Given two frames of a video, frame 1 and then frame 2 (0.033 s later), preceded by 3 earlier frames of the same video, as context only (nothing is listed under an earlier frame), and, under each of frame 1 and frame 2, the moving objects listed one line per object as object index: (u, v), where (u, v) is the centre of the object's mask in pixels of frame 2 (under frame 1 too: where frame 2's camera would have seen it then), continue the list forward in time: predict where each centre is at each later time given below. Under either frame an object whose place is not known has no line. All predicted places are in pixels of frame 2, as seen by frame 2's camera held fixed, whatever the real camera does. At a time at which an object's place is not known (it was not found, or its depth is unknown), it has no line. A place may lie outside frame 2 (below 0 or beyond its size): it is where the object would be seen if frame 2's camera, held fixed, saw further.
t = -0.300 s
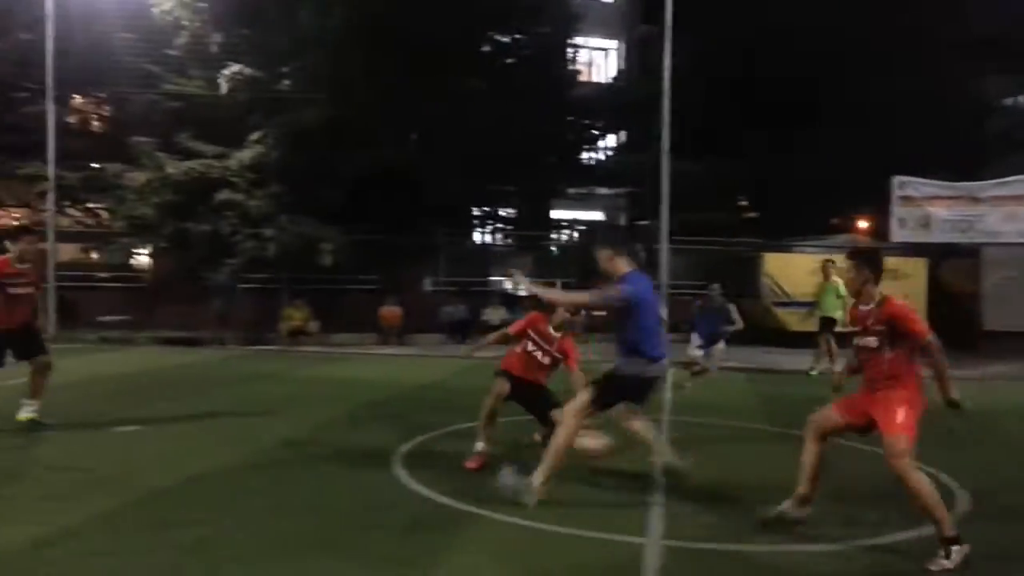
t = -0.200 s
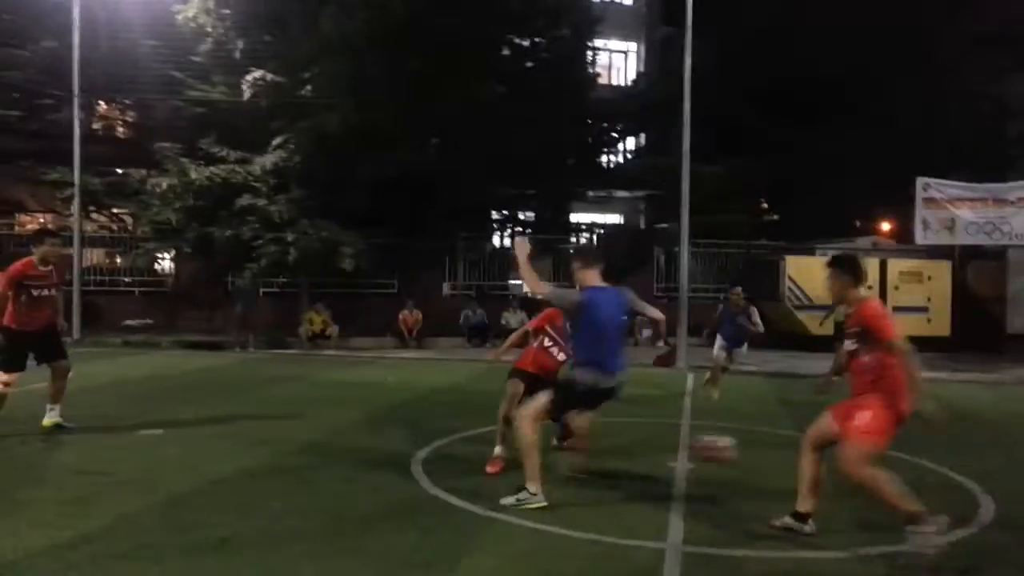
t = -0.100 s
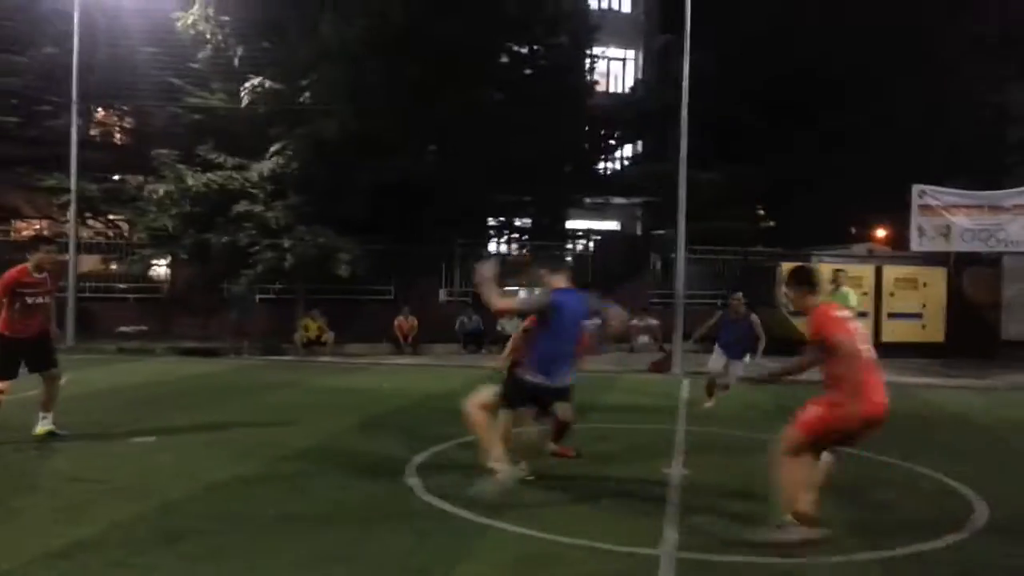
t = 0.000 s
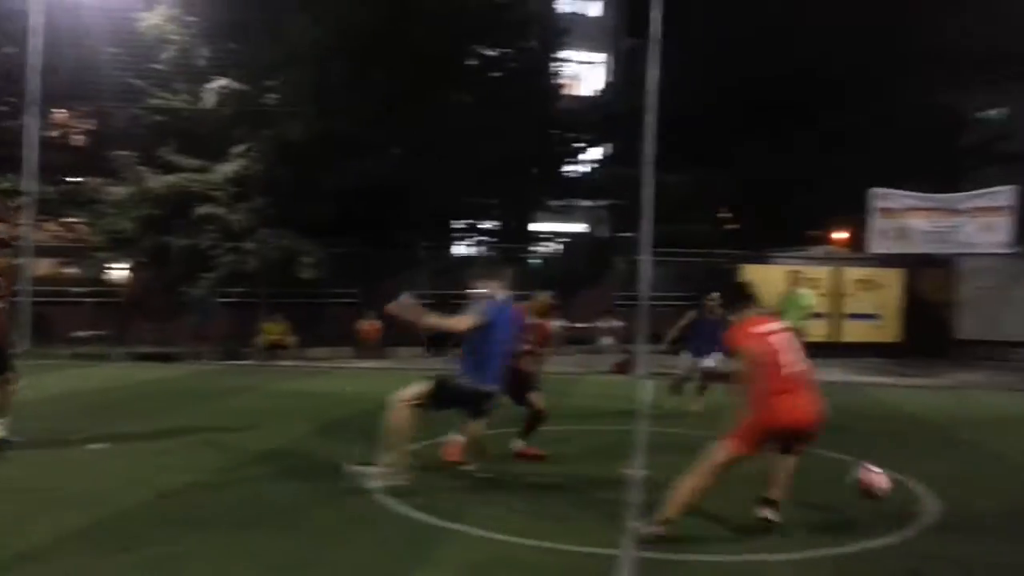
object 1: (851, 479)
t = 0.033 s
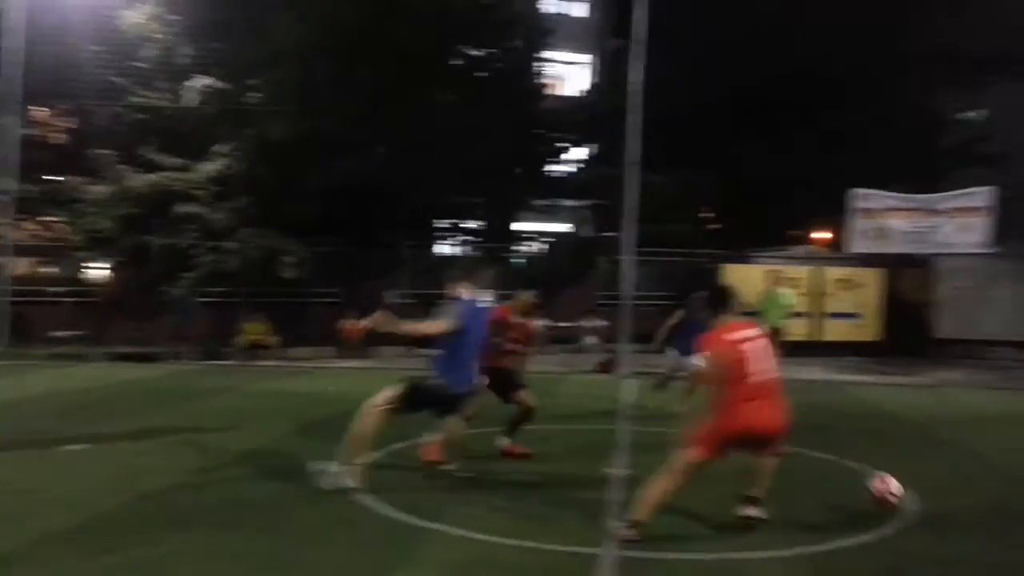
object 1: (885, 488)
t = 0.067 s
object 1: (919, 502)
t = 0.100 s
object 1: (943, 498)
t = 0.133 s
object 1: (966, 493)
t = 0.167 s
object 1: (984, 486)
